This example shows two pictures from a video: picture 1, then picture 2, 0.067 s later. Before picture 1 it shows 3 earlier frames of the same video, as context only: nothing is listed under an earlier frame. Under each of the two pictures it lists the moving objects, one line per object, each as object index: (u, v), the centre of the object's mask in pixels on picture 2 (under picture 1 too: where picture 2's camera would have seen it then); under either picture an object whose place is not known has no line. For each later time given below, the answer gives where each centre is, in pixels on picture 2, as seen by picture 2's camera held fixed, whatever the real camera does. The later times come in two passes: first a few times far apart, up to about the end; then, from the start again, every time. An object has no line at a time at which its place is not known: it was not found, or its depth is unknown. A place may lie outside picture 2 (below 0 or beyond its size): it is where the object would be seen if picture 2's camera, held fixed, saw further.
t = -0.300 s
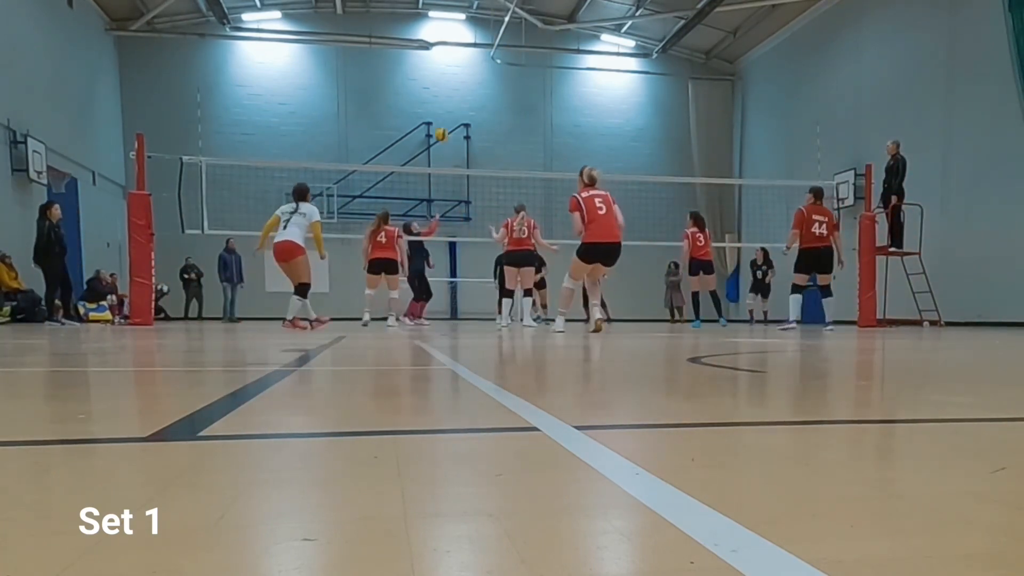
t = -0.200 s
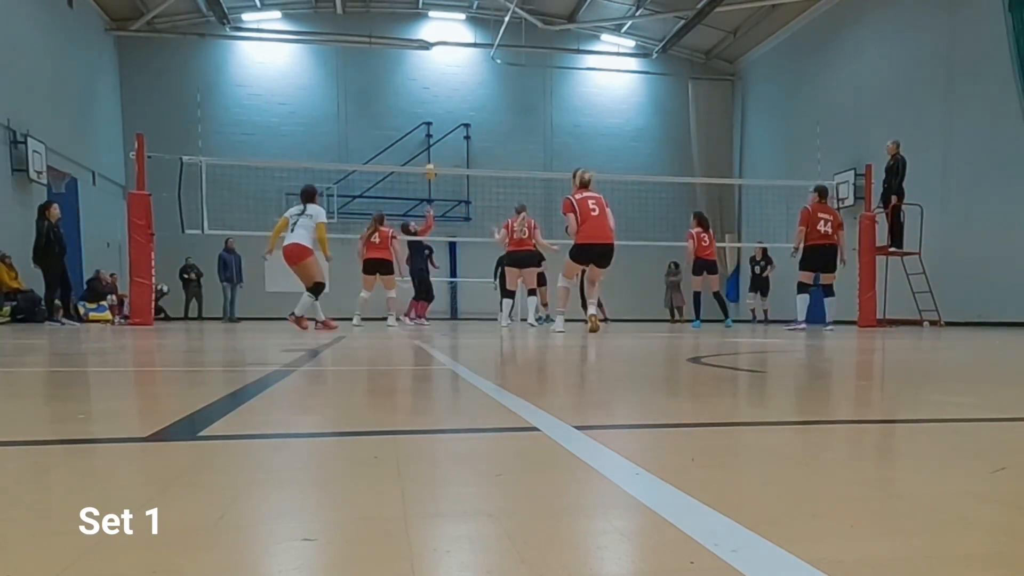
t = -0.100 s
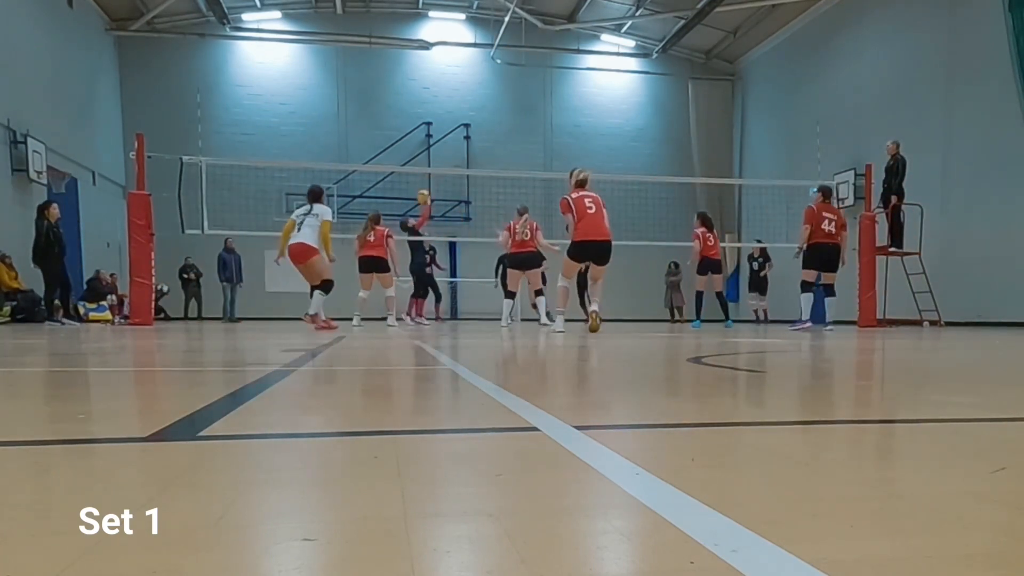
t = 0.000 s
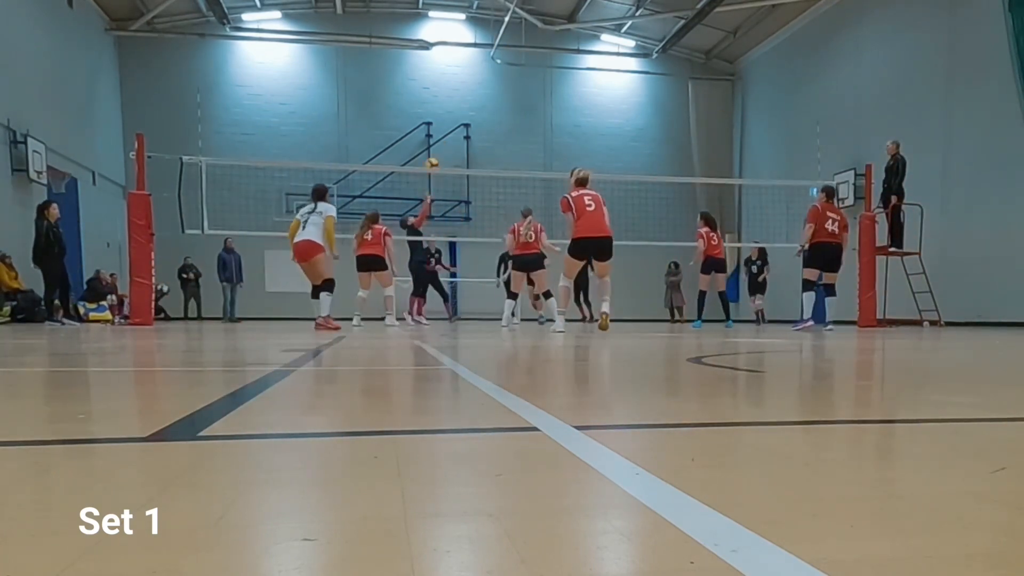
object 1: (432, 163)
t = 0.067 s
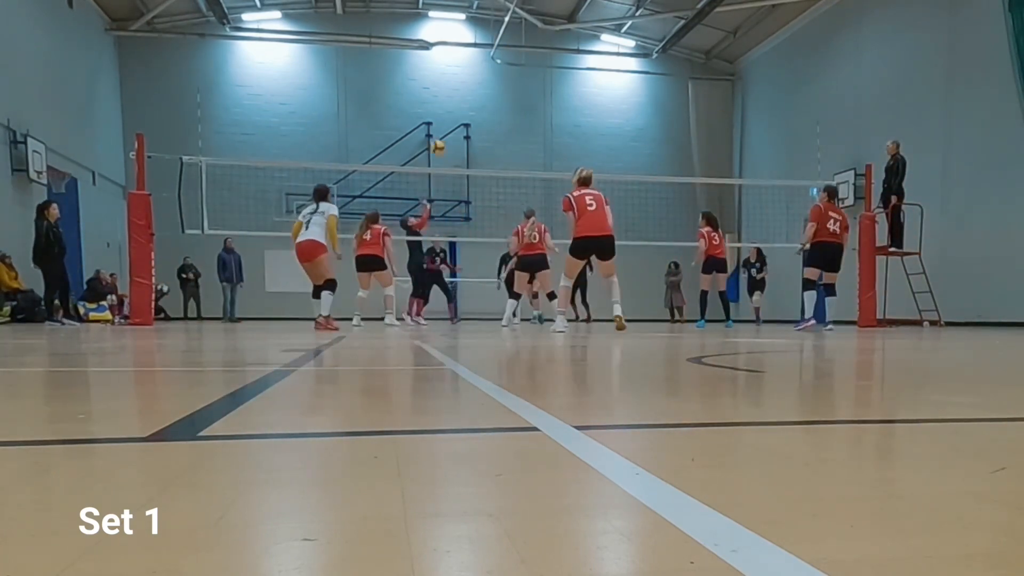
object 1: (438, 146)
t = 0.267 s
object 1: (454, 111)
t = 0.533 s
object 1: (476, 104)
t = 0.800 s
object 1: (500, 141)
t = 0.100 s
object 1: (441, 138)
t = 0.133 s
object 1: (443, 131)
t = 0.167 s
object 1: (446, 125)
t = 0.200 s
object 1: (449, 119)
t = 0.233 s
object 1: (452, 115)
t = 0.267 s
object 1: (454, 111)
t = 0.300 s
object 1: (457, 107)
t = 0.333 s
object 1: (460, 105)
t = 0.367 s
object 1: (463, 103)
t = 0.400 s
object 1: (466, 101)
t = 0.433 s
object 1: (468, 101)
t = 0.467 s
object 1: (471, 101)
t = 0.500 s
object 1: (474, 102)
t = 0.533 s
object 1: (476, 104)
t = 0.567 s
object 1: (480, 106)
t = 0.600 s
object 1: (482, 109)
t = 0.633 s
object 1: (485, 112)
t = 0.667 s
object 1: (488, 116)
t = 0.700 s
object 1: (491, 122)
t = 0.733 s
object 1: (494, 127)
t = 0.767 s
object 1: (497, 134)
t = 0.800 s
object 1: (500, 141)
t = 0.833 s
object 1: (503, 149)
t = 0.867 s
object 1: (505, 157)
